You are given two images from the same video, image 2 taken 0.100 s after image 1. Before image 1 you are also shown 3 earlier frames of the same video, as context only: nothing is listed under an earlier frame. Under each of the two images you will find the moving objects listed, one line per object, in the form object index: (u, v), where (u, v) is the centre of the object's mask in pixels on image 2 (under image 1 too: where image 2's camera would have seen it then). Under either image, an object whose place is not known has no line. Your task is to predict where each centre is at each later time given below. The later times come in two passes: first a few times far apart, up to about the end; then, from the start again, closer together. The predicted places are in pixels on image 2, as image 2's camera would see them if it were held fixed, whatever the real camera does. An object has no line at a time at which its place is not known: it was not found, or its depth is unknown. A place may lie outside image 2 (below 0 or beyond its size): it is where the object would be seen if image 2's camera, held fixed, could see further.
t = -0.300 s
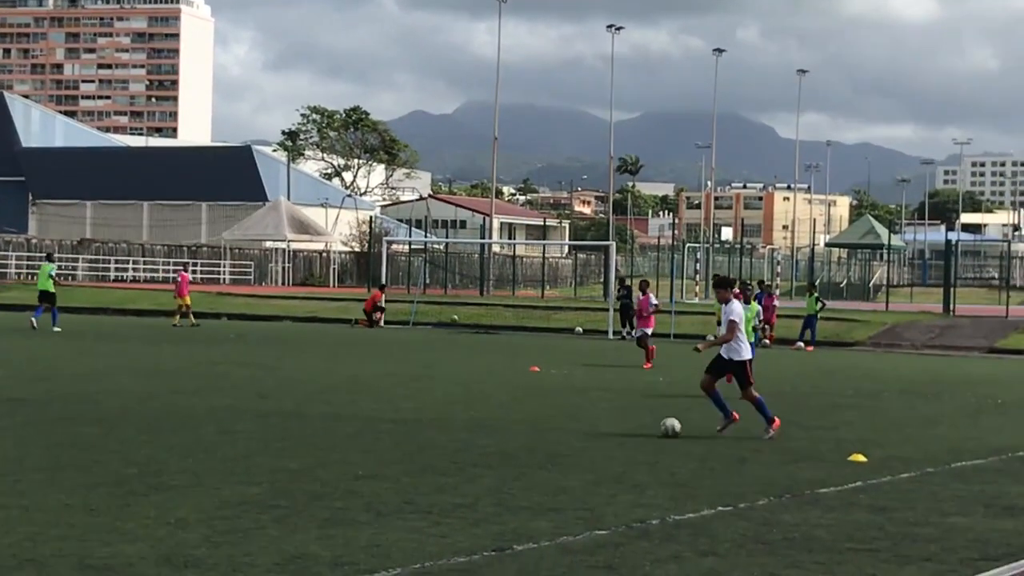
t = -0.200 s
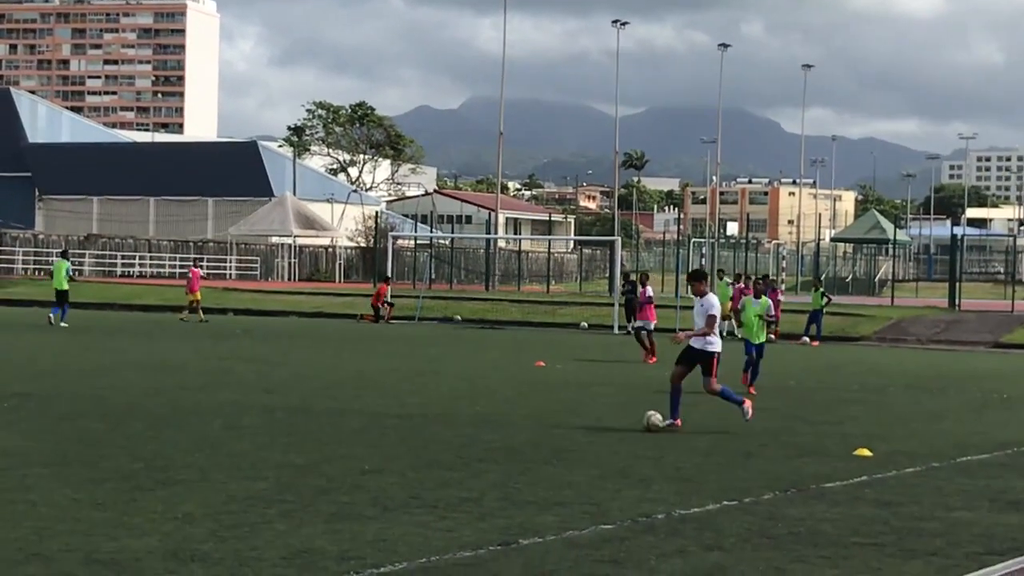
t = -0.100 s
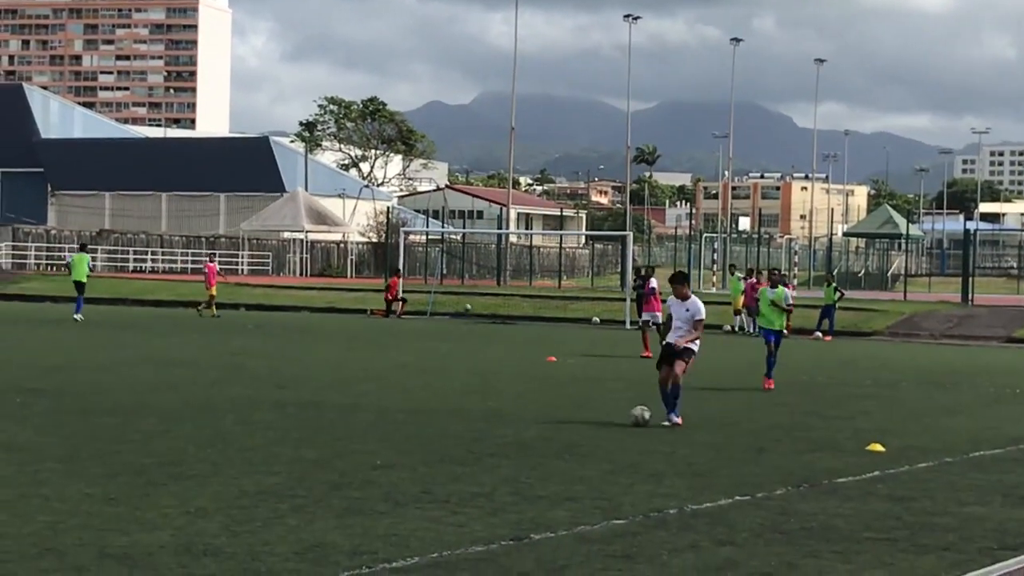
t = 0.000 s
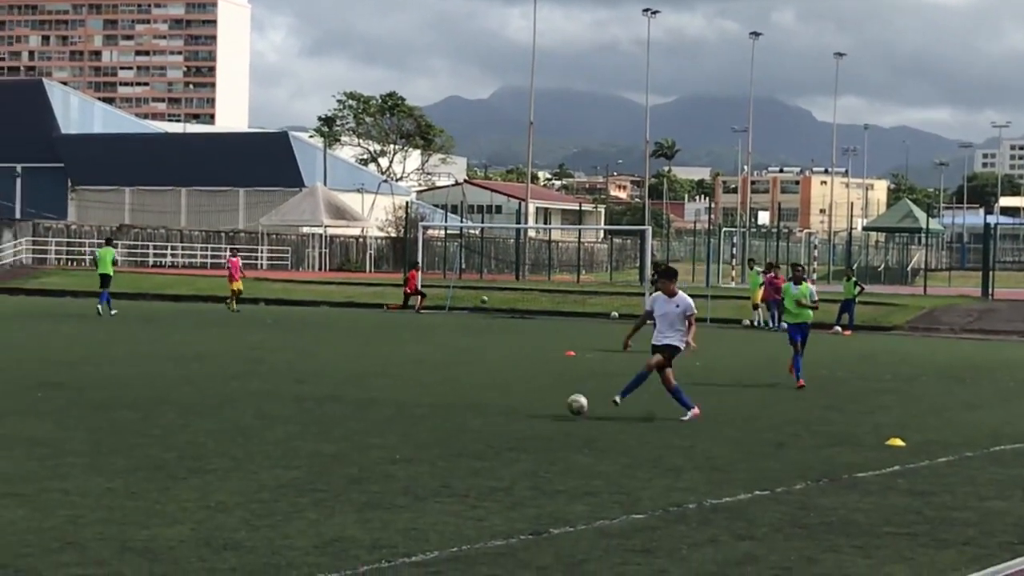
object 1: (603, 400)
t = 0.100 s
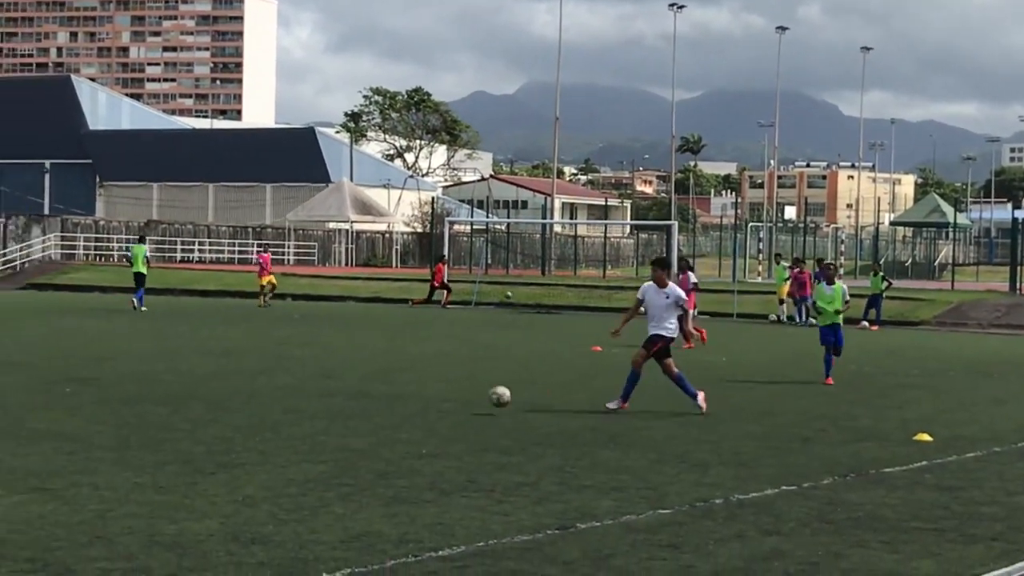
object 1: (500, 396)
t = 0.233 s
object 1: (364, 400)
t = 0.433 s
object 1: (179, 400)
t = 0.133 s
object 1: (465, 398)
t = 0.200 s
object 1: (395, 404)
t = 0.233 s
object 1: (364, 400)
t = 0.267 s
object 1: (334, 396)
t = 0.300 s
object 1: (304, 395)
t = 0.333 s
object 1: (273, 394)
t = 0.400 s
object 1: (211, 396)
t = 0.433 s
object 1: (179, 400)
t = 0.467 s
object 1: (147, 405)
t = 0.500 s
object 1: (117, 404)
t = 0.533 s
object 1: (87, 402)
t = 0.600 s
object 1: (25, 403)
